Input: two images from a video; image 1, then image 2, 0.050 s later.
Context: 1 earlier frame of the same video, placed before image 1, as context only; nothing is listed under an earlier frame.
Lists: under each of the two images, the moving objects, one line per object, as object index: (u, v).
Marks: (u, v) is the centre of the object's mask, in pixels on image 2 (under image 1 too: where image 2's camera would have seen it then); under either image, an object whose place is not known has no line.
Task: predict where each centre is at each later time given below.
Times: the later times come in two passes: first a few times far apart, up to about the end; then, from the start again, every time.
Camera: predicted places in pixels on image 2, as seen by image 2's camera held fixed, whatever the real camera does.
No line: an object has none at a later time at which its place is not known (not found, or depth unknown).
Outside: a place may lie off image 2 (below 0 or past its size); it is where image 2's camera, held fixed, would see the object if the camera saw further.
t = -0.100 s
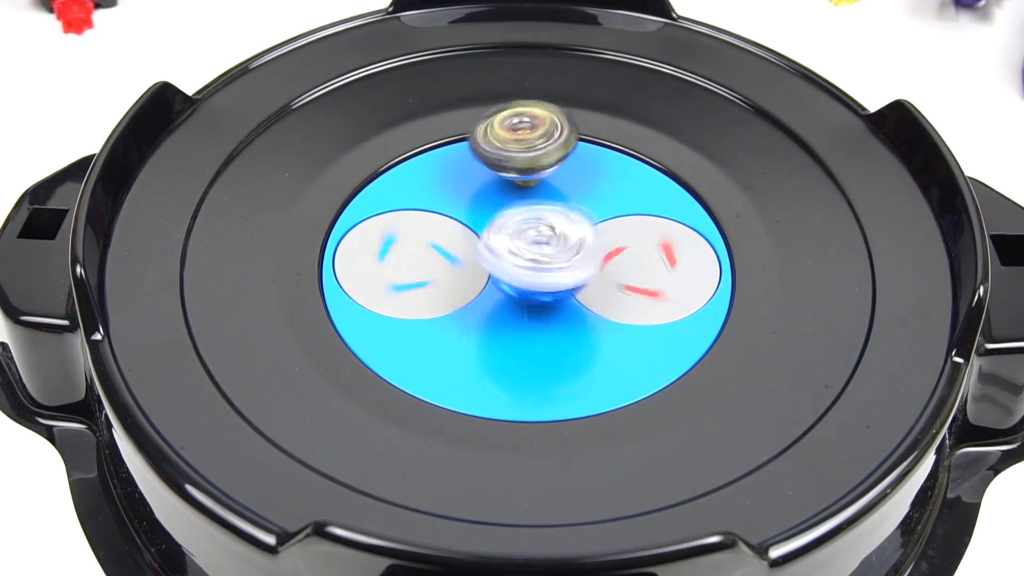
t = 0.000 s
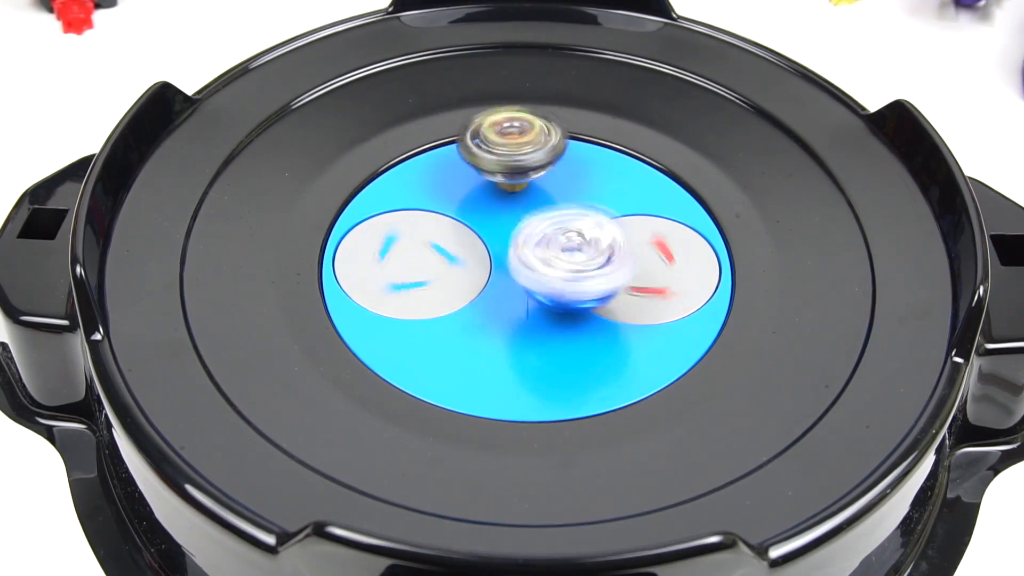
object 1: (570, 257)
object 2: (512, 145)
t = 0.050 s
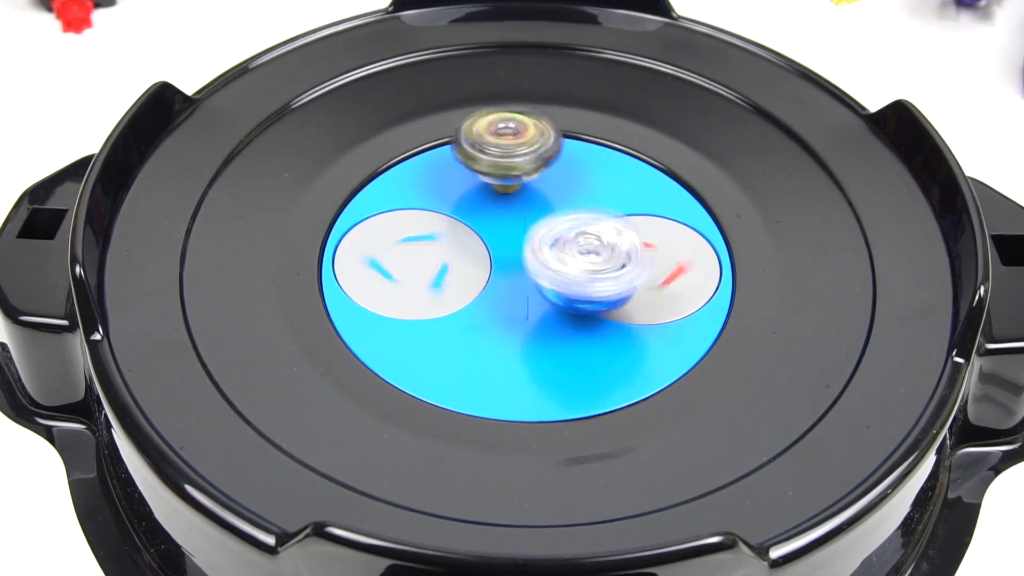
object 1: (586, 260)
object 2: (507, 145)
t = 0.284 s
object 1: (574, 229)
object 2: (483, 145)
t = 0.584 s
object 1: (571, 218)
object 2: (488, 136)
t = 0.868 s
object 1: (583, 246)
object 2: (490, 161)
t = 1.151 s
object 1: (582, 218)
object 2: (385, 137)
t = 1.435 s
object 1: (600, 219)
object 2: (428, 184)
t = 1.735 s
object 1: (635, 205)
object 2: (424, 198)
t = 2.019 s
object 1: (627, 200)
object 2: (343, 203)
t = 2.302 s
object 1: (643, 186)
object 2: (391, 254)
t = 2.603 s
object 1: (689, 190)
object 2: (561, 275)
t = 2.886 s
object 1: (666, 267)
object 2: (577, 308)
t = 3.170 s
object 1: (560, 208)
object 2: (441, 280)
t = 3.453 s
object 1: (602, 185)
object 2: (452, 206)
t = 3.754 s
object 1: (634, 196)
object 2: (387, 189)
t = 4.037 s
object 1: (665, 227)
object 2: (305, 188)
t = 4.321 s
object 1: (606, 316)
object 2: (323, 192)
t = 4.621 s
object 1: (579, 302)
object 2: (350, 227)
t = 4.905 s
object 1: (582, 301)
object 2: (466, 272)
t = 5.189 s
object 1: (588, 299)
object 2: (500, 235)
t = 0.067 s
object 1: (587, 262)
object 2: (505, 147)
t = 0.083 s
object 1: (594, 262)
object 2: (503, 146)
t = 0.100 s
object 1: (598, 261)
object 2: (501, 146)
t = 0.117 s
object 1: (600, 262)
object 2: (498, 146)
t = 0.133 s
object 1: (606, 260)
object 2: (497, 146)
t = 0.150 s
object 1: (605, 256)
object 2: (496, 147)
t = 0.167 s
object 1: (604, 255)
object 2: (493, 147)
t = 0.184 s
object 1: (606, 252)
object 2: (492, 146)
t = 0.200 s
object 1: (598, 251)
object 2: (491, 146)
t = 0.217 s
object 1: (595, 248)
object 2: (489, 146)
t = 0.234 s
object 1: (592, 243)
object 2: (487, 146)
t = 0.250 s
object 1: (584, 239)
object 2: (487, 146)
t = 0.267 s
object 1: (580, 235)
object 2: (485, 146)
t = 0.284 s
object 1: (574, 229)
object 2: (483, 145)
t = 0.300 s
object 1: (566, 225)
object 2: (483, 145)
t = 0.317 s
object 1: (561, 218)
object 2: (481, 145)
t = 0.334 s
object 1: (555, 211)
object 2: (480, 144)
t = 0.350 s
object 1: (548, 212)
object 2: (479, 142)
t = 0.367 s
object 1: (551, 215)
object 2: (480, 139)
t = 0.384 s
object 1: (555, 213)
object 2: (479, 137)
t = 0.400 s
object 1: (559, 213)
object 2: (480, 136)
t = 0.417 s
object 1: (564, 212)
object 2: (480, 135)
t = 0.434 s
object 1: (565, 213)
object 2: (482, 135)
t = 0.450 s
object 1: (568, 215)
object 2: (482, 134)
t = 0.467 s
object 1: (572, 215)
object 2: (482, 134)
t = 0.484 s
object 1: (574, 215)
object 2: (484, 133)
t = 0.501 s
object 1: (578, 214)
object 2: (484, 134)
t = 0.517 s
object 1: (576, 212)
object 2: (485, 134)
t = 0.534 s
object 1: (576, 214)
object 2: (485, 134)
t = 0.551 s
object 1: (575, 214)
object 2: (487, 134)
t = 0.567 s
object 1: (571, 214)
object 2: (486, 136)
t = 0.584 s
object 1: (571, 218)
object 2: (488, 136)
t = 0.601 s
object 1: (570, 220)
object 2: (488, 136)
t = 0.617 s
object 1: (567, 220)
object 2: (490, 138)
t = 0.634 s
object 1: (567, 224)
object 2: (491, 139)
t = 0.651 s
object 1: (568, 226)
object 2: (491, 140)
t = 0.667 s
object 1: (569, 227)
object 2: (491, 141)
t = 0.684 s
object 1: (575, 231)
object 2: (493, 143)
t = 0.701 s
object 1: (579, 233)
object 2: (493, 145)
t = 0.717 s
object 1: (581, 236)
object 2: (493, 146)
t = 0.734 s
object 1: (589, 239)
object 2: (493, 148)
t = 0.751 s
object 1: (591, 239)
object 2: (493, 149)
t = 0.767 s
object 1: (591, 241)
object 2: (492, 153)
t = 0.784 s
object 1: (596, 245)
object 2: (492, 153)
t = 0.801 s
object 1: (596, 244)
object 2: (492, 156)
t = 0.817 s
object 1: (593, 243)
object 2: (492, 156)
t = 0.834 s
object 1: (594, 246)
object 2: (491, 158)
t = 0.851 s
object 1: (587, 246)
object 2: (490, 160)
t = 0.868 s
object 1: (583, 246)
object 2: (490, 161)
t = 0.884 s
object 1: (580, 241)
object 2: (489, 163)
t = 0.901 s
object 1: (571, 237)
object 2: (486, 165)
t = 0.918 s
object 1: (565, 234)
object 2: (486, 166)
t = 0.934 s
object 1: (559, 228)
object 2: (485, 167)
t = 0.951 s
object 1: (550, 224)
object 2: (481, 167)
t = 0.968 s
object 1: (551, 220)
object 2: (470, 164)
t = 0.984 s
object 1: (555, 219)
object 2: (458, 159)
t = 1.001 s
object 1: (554, 221)
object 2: (449, 155)
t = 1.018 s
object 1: (551, 222)
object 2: (439, 153)
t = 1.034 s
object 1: (553, 222)
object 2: (429, 149)
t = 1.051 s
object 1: (557, 221)
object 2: (421, 146)
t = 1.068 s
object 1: (561, 221)
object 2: (413, 145)
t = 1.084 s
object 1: (566, 220)
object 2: (406, 144)
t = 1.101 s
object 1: (571, 218)
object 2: (399, 140)
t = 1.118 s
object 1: (575, 219)
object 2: (394, 139)
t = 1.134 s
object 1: (580, 221)
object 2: (388, 137)
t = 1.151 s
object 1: (582, 218)
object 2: (385, 137)
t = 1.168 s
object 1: (583, 217)
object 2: (383, 137)
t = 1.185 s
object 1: (581, 216)
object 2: (383, 137)
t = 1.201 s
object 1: (582, 220)
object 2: (382, 140)
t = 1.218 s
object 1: (583, 222)
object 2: (383, 146)
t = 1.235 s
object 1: (581, 221)
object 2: (386, 150)
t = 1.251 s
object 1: (578, 220)
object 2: (390, 152)
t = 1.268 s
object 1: (582, 223)
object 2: (393, 156)
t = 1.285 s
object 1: (585, 221)
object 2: (398, 160)
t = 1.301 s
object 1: (588, 219)
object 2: (402, 163)
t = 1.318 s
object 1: (589, 218)
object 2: (406, 166)
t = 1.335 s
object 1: (590, 222)
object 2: (410, 169)
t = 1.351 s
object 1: (597, 226)
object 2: (413, 172)
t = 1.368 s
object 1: (600, 225)
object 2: (416, 174)
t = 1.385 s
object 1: (600, 225)
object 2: (421, 178)
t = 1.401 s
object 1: (601, 223)
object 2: (423, 181)
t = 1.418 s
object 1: (600, 220)
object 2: (425, 182)
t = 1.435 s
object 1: (600, 219)
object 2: (428, 184)
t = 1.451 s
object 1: (601, 215)
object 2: (430, 185)
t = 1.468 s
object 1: (600, 213)
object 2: (432, 190)
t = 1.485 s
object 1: (602, 212)
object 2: (433, 193)
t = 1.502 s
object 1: (602, 212)
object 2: (432, 196)
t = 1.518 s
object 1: (605, 211)
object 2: (433, 196)
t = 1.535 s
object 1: (609, 214)
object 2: (433, 197)
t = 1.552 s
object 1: (614, 216)
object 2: (434, 198)
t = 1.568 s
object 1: (618, 216)
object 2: (434, 198)
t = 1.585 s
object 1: (621, 215)
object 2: (435, 199)
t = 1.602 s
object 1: (624, 216)
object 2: (434, 199)
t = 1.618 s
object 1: (625, 217)
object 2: (434, 200)
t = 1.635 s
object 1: (628, 217)
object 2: (434, 198)
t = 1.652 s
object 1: (632, 215)
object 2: (434, 198)
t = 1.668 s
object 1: (634, 214)
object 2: (431, 198)
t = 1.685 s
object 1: (635, 211)
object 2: (432, 199)
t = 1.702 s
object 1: (635, 209)
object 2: (429, 197)
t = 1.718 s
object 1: (635, 207)
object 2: (427, 197)
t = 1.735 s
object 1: (635, 205)
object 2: (424, 198)
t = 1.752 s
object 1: (635, 202)
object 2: (424, 198)
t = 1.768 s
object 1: (635, 199)
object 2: (420, 197)
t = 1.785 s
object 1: (636, 198)
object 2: (417, 196)
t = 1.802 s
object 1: (637, 200)
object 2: (413, 196)
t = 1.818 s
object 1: (638, 201)
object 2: (410, 196)
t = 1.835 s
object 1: (638, 202)
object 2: (407, 196)
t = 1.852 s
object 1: (638, 204)
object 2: (404, 196)
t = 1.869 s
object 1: (637, 206)
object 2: (400, 196)
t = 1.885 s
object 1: (636, 208)
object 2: (394, 195)
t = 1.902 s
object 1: (635, 209)
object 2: (389, 194)
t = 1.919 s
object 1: (632, 208)
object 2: (383, 196)
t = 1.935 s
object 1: (630, 207)
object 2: (379, 196)
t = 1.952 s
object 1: (628, 207)
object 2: (371, 196)
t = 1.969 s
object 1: (626, 206)
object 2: (365, 198)
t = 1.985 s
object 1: (625, 204)
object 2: (357, 199)
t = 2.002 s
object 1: (626, 201)
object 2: (350, 200)
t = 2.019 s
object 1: (627, 200)
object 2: (343, 203)
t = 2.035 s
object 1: (629, 198)
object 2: (339, 207)
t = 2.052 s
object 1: (631, 195)
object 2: (336, 209)
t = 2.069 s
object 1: (633, 192)
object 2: (336, 212)
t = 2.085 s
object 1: (635, 191)
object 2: (337, 215)
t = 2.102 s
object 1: (636, 190)
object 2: (339, 217)
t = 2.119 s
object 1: (637, 188)
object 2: (343, 218)
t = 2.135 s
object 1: (638, 187)
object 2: (344, 218)
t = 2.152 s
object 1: (639, 186)
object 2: (349, 220)
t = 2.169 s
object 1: (640, 185)
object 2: (349, 221)
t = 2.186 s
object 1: (641, 184)
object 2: (354, 224)
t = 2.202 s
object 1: (642, 184)
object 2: (357, 228)
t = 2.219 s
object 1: (642, 185)
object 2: (362, 231)
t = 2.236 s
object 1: (642, 187)
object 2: (365, 234)
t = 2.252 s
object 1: (642, 188)
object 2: (371, 237)
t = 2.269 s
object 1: (642, 188)
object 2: (381, 244)
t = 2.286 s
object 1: (643, 186)
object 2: (385, 250)
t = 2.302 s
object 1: (643, 186)
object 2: (391, 254)
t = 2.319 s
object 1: (644, 185)
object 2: (396, 258)
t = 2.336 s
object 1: (644, 185)
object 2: (404, 263)
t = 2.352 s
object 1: (645, 185)
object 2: (420, 266)
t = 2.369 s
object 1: (646, 185)
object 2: (433, 271)
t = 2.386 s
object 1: (648, 185)
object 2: (442, 273)
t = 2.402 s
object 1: (651, 184)
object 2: (456, 275)
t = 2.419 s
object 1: (657, 181)
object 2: (464, 272)
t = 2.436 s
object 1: (663, 179)
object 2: (477, 268)
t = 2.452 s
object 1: (670, 177)
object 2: (487, 269)
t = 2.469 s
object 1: (677, 176)
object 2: (495, 269)
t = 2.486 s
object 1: (681, 176)
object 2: (506, 268)
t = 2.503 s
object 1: (685, 178)
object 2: (515, 269)
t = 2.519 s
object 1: (688, 178)
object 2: (524, 270)
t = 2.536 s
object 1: (689, 179)
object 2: (530, 270)
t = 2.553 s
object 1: (690, 181)
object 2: (540, 270)
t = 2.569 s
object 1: (690, 184)
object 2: (547, 272)
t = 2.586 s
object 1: (690, 187)
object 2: (555, 273)
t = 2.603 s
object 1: (689, 190)
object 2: (561, 275)
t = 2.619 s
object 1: (687, 194)
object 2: (566, 278)
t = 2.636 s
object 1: (686, 197)
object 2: (572, 279)
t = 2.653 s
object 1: (686, 200)
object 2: (577, 280)
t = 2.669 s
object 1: (686, 203)
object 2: (583, 284)
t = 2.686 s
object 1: (686, 208)
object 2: (585, 286)
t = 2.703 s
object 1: (687, 213)
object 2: (590, 286)
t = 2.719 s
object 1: (687, 218)
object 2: (593, 289)
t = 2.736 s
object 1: (688, 222)
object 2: (596, 292)
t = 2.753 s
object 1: (688, 227)
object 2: (597, 294)
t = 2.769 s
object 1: (688, 233)
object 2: (596, 297)
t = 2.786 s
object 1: (687, 239)
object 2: (595, 300)
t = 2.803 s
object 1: (686, 245)
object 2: (594, 300)
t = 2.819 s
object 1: (685, 252)
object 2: (595, 300)
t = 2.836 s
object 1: (682, 259)
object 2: (593, 302)
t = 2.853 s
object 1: (678, 264)
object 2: (592, 302)
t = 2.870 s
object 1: (673, 266)
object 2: (587, 304)
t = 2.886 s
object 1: (666, 267)
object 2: (577, 308)
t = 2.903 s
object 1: (662, 265)
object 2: (566, 311)
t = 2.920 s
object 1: (656, 266)
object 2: (551, 318)
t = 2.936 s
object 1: (650, 266)
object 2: (537, 323)
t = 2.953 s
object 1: (644, 267)
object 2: (524, 325)
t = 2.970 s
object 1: (637, 269)
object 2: (513, 325)
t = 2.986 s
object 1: (629, 270)
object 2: (503, 325)
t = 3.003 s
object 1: (618, 269)
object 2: (493, 324)
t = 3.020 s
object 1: (609, 265)
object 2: (483, 322)
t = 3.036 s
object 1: (600, 262)
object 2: (475, 320)
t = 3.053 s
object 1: (594, 258)
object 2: (466, 317)
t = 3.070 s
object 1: (586, 253)
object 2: (458, 313)
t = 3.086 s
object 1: (580, 247)
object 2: (454, 309)
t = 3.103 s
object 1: (574, 237)
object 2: (449, 303)
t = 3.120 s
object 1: (571, 228)
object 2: (445, 297)
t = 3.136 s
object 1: (566, 221)
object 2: (444, 292)
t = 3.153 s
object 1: (563, 214)
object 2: (441, 285)
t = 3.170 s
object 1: (560, 208)
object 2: (441, 280)
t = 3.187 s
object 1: (557, 204)
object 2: (442, 276)
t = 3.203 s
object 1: (555, 199)
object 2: (446, 269)
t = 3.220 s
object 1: (553, 195)
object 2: (449, 264)
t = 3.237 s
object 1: (551, 193)
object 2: (455, 260)
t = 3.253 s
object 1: (550, 192)
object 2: (460, 255)
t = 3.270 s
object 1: (551, 191)
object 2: (467, 250)
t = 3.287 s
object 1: (553, 189)
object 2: (472, 243)
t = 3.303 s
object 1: (557, 185)
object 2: (464, 236)
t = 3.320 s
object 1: (560, 183)
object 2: (454, 230)
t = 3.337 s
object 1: (565, 182)
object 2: (451, 228)
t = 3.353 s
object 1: (572, 182)
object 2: (449, 226)
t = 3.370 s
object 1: (577, 181)
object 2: (447, 223)
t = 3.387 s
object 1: (582, 181)
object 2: (448, 219)
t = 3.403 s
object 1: (587, 182)
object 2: (451, 213)
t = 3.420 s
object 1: (592, 183)
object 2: (452, 209)
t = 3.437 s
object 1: (597, 184)
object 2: (452, 207)
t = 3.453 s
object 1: (602, 185)
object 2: (452, 206)
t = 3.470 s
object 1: (605, 184)
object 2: (449, 204)
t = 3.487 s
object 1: (609, 185)
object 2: (447, 202)
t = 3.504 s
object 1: (613, 185)
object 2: (443, 200)
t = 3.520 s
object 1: (617, 184)
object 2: (440, 198)
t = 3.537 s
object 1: (621, 182)
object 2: (436, 195)
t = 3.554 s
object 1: (624, 179)
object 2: (432, 194)
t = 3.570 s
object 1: (628, 177)
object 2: (429, 195)
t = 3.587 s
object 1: (631, 176)
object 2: (427, 195)
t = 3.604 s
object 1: (632, 177)
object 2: (424, 192)
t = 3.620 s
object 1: (633, 178)
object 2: (420, 193)
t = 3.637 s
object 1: (633, 180)
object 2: (416, 191)
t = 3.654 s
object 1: (633, 183)
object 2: (413, 190)
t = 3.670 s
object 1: (633, 185)
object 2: (409, 189)
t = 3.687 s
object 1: (633, 188)
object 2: (406, 188)
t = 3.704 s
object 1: (633, 190)
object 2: (401, 187)
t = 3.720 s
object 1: (633, 192)
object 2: (396, 187)
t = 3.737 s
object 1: (633, 195)
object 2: (391, 187)
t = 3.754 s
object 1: (634, 196)
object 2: (387, 189)
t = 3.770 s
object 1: (636, 198)
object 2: (380, 189)
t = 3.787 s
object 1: (637, 200)
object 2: (371, 186)
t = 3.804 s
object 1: (640, 202)
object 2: (360, 183)
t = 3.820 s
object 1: (642, 203)
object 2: (351, 182)
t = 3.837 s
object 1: (645, 206)
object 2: (343, 183)
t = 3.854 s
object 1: (647, 209)
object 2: (334, 186)
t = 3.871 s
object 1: (649, 211)
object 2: (328, 185)
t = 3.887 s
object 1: (650, 213)
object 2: (324, 186)
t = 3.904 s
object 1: (651, 215)
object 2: (320, 187)
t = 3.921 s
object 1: (651, 216)
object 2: (317, 188)
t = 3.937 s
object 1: (651, 215)
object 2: (314, 188)
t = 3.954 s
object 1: (653, 216)
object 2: (312, 189)
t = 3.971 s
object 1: (656, 217)
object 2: (310, 189)
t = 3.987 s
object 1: (659, 219)
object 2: (308, 189)
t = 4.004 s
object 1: (661, 221)
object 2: (306, 189)
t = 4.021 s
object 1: (663, 224)
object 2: (306, 188)
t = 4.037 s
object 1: (665, 227)
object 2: (305, 188)
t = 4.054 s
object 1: (667, 230)
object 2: (304, 188)
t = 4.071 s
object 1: (669, 235)
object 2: (303, 187)
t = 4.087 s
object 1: (672, 238)
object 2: (303, 186)
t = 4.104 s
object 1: (676, 244)
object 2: (303, 186)
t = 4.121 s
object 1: (676, 252)
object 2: (303, 185)
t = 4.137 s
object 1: (675, 261)
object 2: (303, 185)
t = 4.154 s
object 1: (671, 268)
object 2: (304, 185)
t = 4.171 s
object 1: (670, 275)
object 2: (305, 186)
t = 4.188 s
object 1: (667, 280)
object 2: (307, 185)
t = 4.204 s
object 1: (663, 288)
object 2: (308, 185)
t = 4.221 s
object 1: (656, 294)
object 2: (310, 185)
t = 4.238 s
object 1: (650, 300)
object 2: (312, 186)
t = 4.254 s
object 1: (642, 305)
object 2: (314, 187)
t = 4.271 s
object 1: (632, 310)
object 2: (316, 188)
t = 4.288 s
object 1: (623, 312)
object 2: (319, 190)
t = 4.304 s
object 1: (613, 315)
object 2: (321, 191)
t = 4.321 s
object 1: (606, 316)
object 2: (323, 192)
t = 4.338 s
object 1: (600, 315)
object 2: (324, 194)
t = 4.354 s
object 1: (595, 313)
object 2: (325, 196)
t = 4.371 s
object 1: (591, 312)
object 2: (327, 199)
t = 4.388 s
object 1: (588, 312)
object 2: (329, 202)
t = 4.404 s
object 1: (586, 311)
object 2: (330, 205)
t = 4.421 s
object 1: (585, 310)
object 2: (329, 210)
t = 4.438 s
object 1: (584, 309)
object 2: (329, 212)
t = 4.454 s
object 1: (584, 308)
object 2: (329, 214)
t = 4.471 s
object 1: (583, 306)
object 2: (329, 216)
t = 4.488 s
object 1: (583, 304)
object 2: (329, 219)
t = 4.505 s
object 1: (583, 302)
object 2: (330, 220)
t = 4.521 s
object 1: (582, 302)
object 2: (331, 221)
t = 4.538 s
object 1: (581, 301)
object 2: (334, 222)
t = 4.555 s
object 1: (580, 302)
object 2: (337, 222)
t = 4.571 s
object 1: (579, 302)
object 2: (340, 222)
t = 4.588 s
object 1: (578, 303)
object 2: (342, 223)
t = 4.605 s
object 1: (579, 302)
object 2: (346, 224)
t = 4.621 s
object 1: (579, 302)
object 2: (350, 227)
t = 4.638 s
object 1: (580, 301)
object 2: (354, 230)
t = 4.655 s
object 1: (580, 301)
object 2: (359, 232)
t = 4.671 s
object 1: (580, 301)
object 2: (363, 234)
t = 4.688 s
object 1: (579, 301)
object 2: (368, 238)
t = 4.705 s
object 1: (579, 301)
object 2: (376, 242)
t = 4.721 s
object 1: (579, 301)
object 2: (382, 245)
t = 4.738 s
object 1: (579, 301)
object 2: (390, 250)
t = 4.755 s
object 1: (579, 301)
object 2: (398, 253)
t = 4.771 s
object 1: (579, 301)
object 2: (406, 257)
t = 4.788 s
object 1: (579, 301)
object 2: (415, 262)
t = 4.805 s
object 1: (579, 301)
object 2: (424, 265)
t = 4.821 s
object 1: (579, 301)
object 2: (433, 269)
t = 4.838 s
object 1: (579, 300)
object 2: (441, 272)
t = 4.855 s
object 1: (579, 301)
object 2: (450, 274)
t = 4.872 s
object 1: (579, 300)
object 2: (458, 274)
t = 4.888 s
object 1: (580, 301)
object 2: (463, 273)
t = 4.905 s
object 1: (582, 301)
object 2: (466, 272)
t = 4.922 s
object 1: (583, 301)
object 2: (468, 270)
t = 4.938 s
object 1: (584, 300)
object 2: (471, 268)
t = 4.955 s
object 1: (585, 300)
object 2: (473, 266)
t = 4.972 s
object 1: (585, 300)
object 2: (475, 264)
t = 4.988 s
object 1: (586, 300)
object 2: (477, 262)
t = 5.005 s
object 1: (586, 300)
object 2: (479, 259)
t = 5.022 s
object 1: (587, 300)
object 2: (482, 257)
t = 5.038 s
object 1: (588, 300)
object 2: (486, 254)
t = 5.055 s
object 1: (588, 300)
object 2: (489, 251)
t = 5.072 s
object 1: (588, 300)
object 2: (493, 248)
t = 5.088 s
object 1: (588, 299)
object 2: (495, 246)
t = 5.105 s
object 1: (588, 299)
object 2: (497, 245)
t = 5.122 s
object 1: (588, 300)
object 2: (497, 242)
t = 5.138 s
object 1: (588, 300)
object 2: (497, 240)
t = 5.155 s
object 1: (588, 300)
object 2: (498, 238)
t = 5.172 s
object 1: (588, 300)
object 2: (499, 236)
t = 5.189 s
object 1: (588, 299)
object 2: (500, 235)
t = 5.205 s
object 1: (588, 299)
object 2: (502, 235)
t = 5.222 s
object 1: (588, 300)
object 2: (504, 234)
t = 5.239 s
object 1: (588, 300)
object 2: (505, 233)
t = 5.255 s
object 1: (588, 300)
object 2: (506, 233)
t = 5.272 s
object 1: (588, 299)
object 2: (506, 233)
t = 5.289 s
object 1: (588, 299)
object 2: (506, 233)
